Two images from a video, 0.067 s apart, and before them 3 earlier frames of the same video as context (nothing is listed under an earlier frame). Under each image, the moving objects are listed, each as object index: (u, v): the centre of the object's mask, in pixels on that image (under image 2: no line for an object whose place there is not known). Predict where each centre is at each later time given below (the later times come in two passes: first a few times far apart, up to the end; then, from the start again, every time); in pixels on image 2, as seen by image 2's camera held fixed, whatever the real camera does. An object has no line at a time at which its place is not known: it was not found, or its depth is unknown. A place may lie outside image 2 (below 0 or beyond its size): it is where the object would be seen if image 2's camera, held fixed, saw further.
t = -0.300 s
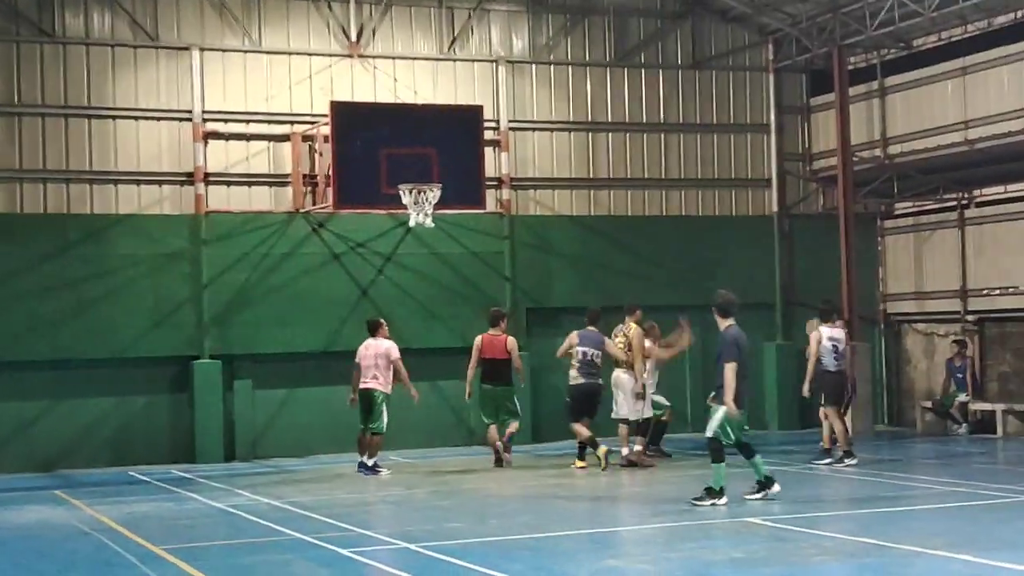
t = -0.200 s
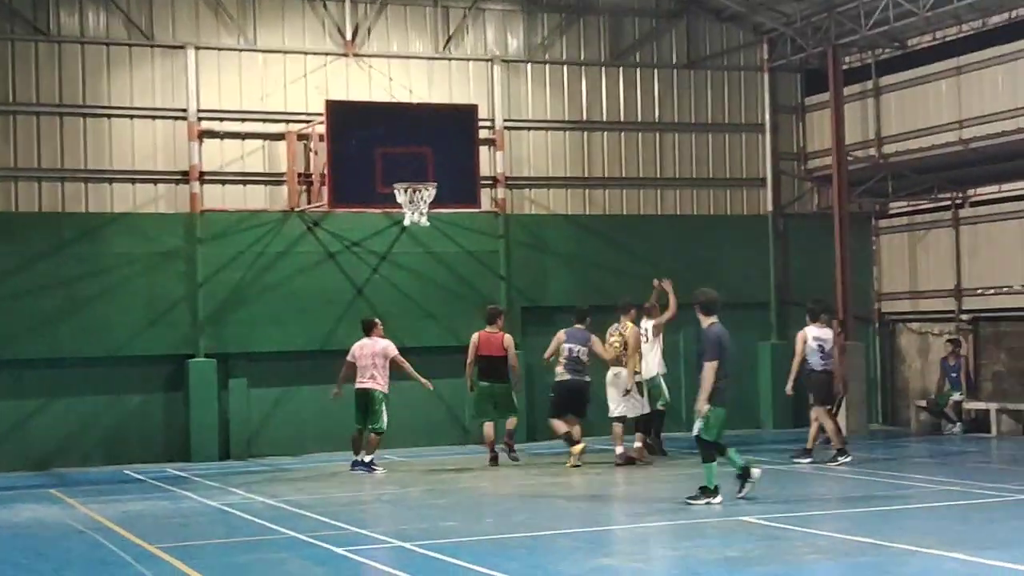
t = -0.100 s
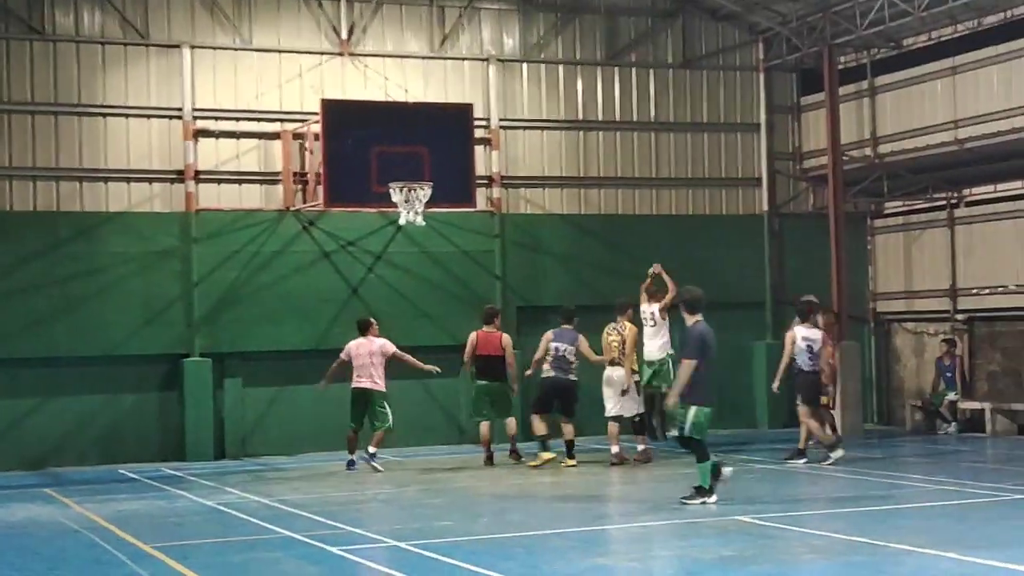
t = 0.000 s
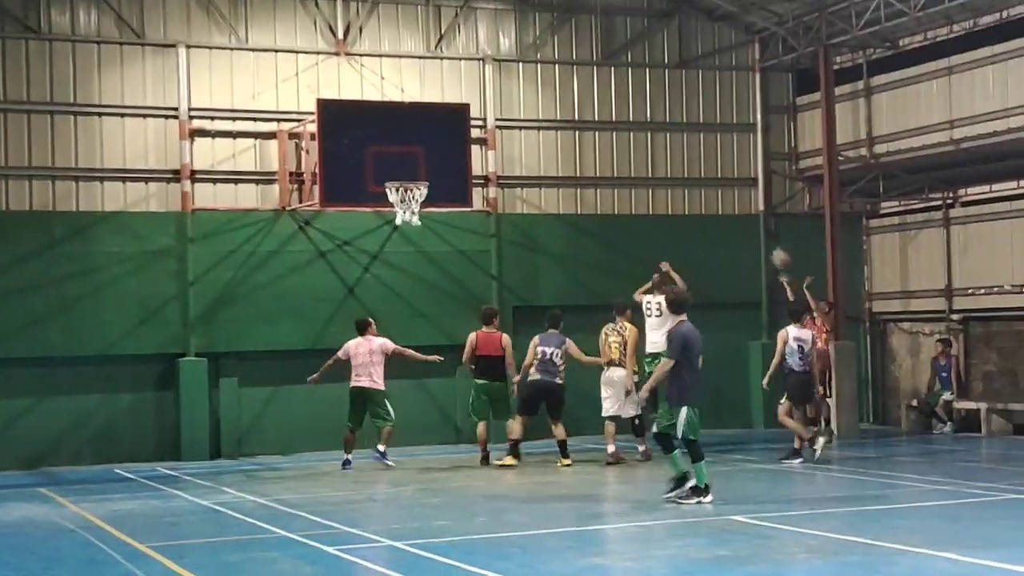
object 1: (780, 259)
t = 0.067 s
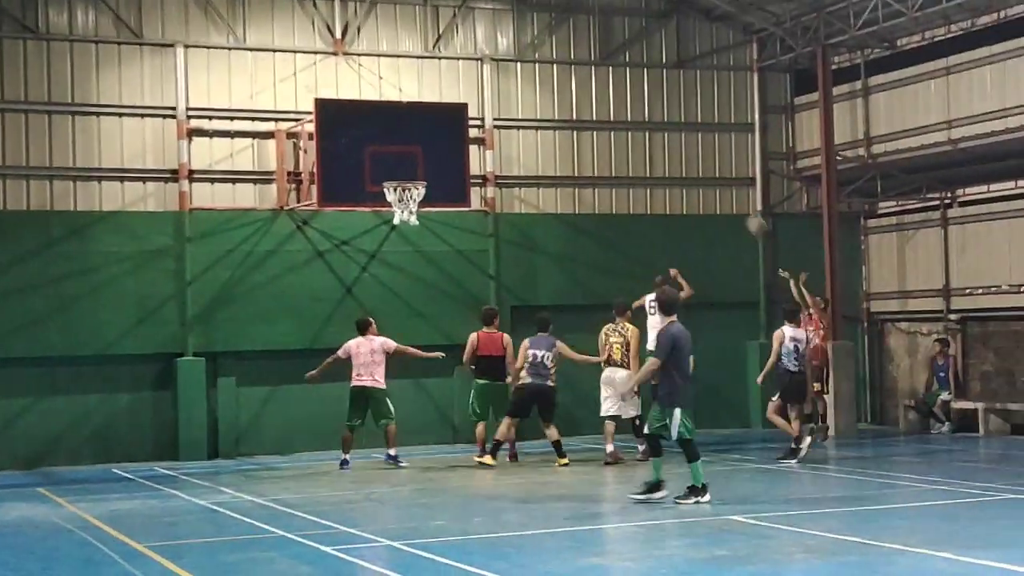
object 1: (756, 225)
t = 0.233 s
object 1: (701, 157)
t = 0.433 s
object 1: (637, 105)
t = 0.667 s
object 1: (562, 84)
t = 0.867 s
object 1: (498, 103)
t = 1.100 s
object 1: (423, 167)
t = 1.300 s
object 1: (386, 197)
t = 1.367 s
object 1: (384, 194)
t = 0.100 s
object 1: (745, 210)
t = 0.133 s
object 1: (734, 193)
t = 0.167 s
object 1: (722, 181)
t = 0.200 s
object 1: (711, 168)
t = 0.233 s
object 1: (701, 157)
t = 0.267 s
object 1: (689, 145)
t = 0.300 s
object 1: (678, 136)
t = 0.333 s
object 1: (664, 125)
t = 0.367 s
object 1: (656, 117)
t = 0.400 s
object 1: (647, 110)
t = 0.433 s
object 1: (637, 105)
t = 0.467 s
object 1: (625, 99)
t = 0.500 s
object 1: (614, 94)
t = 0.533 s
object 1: (604, 91)
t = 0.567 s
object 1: (593, 88)
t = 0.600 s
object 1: (582, 86)
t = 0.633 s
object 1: (572, 84)
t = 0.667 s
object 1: (562, 84)
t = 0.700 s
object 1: (553, 85)
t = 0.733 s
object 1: (542, 87)
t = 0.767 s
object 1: (531, 89)
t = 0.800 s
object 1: (520, 93)
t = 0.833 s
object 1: (509, 98)
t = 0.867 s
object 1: (498, 103)
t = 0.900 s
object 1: (488, 109)
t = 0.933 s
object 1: (474, 117)
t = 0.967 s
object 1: (464, 126)
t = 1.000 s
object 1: (455, 133)
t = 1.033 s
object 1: (444, 143)
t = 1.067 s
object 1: (433, 154)
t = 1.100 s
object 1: (423, 167)
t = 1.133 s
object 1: (414, 177)
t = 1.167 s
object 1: (410, 193)
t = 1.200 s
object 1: (392, 200)
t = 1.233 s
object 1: (388, 202)
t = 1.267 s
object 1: (384, 199)
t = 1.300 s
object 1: (386, 197)
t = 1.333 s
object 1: (382, 195)
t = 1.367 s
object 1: (384, 194)
